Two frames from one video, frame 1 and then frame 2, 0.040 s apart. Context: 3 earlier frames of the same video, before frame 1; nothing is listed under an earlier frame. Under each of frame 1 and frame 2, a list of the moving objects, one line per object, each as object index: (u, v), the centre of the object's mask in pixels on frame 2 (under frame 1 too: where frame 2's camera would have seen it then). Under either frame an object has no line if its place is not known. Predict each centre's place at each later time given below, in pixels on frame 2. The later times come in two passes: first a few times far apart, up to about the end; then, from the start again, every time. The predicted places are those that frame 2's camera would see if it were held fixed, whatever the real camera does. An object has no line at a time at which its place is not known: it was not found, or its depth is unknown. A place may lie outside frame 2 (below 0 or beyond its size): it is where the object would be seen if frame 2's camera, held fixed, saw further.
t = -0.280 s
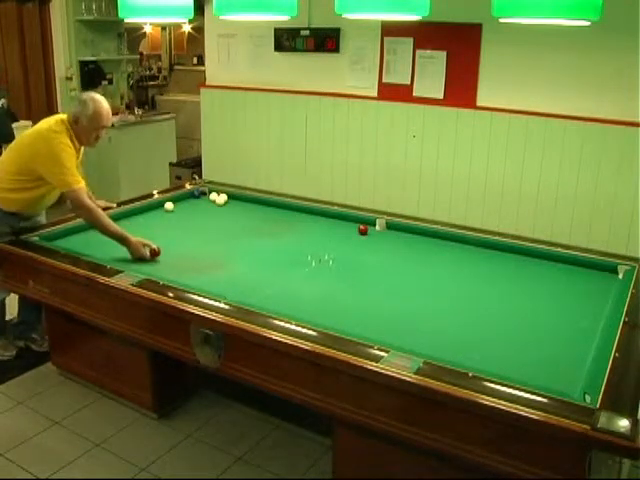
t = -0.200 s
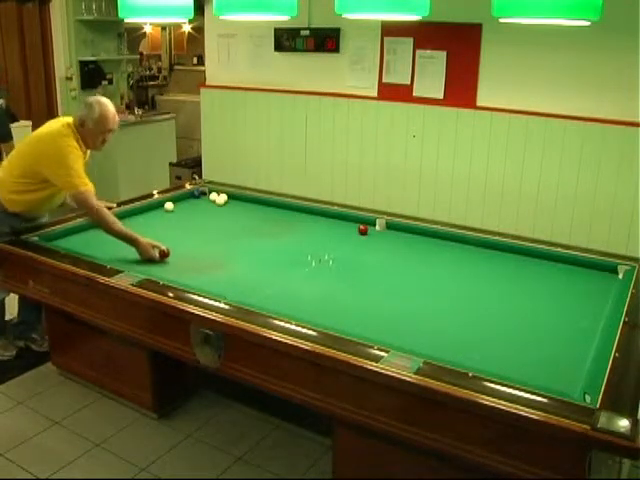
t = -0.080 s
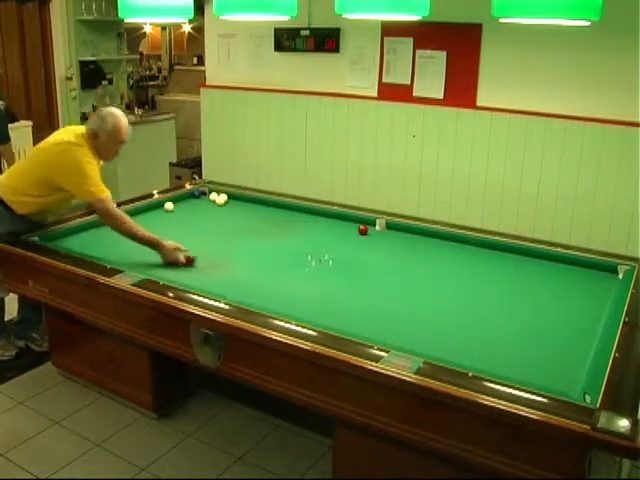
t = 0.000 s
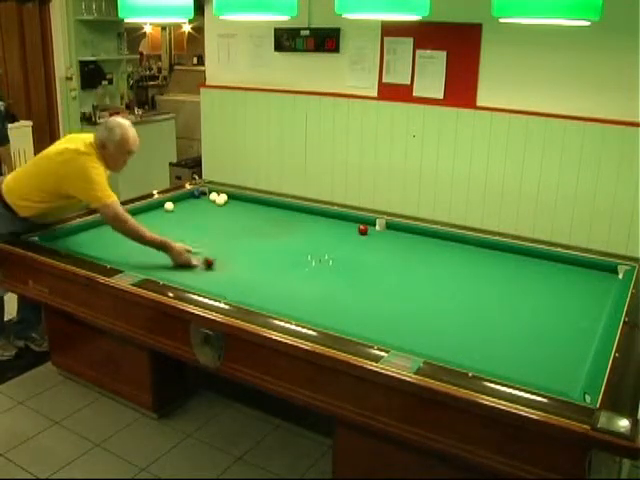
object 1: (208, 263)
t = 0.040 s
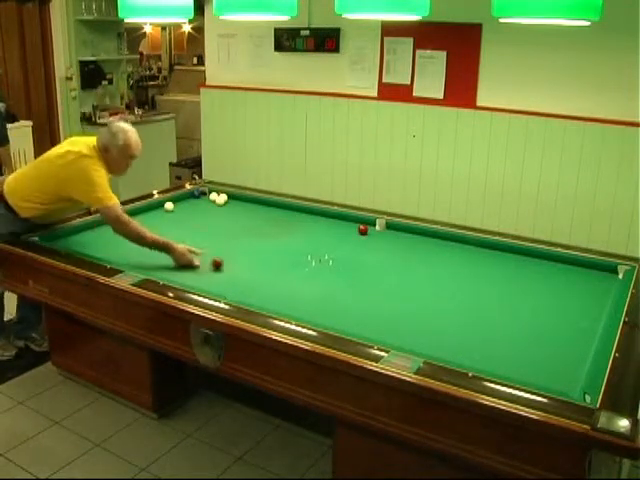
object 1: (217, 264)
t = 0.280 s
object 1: (268, 271)
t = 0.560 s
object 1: (331, 281)
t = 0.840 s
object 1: (396, 290)
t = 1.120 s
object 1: (464, 299)
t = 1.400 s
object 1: (535, 309)
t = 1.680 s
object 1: (598, 317)
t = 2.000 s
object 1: (550, 301)
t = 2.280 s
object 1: (515, 290)
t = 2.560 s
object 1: (483, 279)
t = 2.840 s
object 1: (454, 270)
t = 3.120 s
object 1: (427, 261)
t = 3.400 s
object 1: (402, 253)
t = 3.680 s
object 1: (379, 246)
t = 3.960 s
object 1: (359, 239)
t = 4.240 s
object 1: (339, 233)
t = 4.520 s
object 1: (322, 227)
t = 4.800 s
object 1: (305, 222)
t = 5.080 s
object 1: (291, 218)
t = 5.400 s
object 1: (275, 212)
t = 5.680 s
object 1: (262, 208)
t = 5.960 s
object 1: (250, 204)
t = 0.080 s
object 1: (225, 265)
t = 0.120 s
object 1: (233, 266)
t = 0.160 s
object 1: (242, 267)
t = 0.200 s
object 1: (250, 269)
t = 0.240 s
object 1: (259, 270)
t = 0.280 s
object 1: (268, 271)
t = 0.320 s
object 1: (277, 272)
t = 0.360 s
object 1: (286, 274)
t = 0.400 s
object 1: (295, 276)
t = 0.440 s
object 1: (304, 277)
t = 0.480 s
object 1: (312, 278)
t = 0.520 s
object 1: (322, 279)
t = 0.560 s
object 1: (331, 281)
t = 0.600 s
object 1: (340, 282)
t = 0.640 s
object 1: (349, 283)
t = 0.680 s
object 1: (358, 284)
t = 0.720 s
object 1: (368, 286)
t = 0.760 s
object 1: (377, 287)
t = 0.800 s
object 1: (387, 289)
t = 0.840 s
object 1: (396, 290)
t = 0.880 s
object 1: (406, 292)
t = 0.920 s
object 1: (416, 293)
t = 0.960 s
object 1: (425, 294)
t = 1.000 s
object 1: (435, 295)
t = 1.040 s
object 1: (445, 297)
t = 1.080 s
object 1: (455, 298)
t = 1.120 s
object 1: (464, 299)
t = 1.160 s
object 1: (474, 300)
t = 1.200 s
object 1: (484, 302)
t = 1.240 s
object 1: (494, 303)
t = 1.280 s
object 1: (504, 304)
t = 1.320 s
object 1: (514, 306)
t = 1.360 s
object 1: (524, 307)
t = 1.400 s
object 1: (535, 309)
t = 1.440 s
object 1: (544, 310)
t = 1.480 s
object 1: (554, 311)
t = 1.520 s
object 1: (564, 312)
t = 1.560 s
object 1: (575, 314)
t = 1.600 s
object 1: (585, 315)
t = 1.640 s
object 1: (595, 317)
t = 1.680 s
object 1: (598, 317)
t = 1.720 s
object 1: (591, 314)
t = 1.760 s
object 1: (584, 312)
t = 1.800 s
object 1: (578, 311)
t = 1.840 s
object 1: (573, 309)
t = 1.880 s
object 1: (567, 307)
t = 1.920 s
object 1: (561, 305)
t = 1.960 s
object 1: (556, 303)
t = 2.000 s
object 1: (550, 301)
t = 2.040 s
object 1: (545, 300)
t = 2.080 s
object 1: (540, 298)
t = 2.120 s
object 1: (535, 296)
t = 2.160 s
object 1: (530, 295)
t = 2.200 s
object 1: (525, 293)
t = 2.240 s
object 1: (520, 291)
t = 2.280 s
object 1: (515, 290)
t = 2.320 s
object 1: (510, 288)
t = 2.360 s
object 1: (506, 287)
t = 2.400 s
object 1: (501, 285)
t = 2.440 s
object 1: (496, 284)
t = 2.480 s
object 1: (492, 282)
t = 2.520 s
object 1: (487, 281)
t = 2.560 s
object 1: (483, 279)
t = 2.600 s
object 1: (478, 278)
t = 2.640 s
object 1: (474, 276)
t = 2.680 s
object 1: (470, 275)
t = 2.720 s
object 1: (466, 274)
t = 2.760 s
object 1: (462, 272)
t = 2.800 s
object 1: (458, 271)
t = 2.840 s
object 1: (454, 270)
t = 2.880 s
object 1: (450, 268)
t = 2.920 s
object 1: (446, 267)
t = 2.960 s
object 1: (442, 266)
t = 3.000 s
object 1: (438, 264)
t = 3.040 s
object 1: (434, 263)
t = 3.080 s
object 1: (431, 262)
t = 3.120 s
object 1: (427, 261)
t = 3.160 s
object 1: (424, 260)
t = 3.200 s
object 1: (420, 260)
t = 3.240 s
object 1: (416, 259)
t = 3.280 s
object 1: (413, 257)
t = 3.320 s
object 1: (409, 255)
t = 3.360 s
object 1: (405, 254)
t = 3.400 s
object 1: (402, 253)
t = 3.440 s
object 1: (399, 252)
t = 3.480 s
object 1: (395, 251)
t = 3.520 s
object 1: (392, 249)
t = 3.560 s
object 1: (389, 248)
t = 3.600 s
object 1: (386, 247)
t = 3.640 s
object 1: (382, 246)
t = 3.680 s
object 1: (379, 246)
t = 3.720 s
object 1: (376, 244)
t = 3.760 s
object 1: (374, 244)
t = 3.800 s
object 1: (371, 243)
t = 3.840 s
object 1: (368, 242)
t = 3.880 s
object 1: (365, 241)
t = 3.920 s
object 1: (362, 240)
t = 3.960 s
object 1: (359, 239)
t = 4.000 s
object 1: (356, 238)
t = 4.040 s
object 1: (353, 237)
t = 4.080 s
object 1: (350, 236)
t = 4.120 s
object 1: (347, 235)
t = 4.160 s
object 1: (345, 234)
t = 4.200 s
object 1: (342, 233)
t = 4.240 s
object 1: (339, 233)
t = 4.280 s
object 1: (337, 232)
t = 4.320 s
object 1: (334, 231)
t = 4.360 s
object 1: (332, 230)
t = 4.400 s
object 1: (329, 229)
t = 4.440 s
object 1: (327, 229)
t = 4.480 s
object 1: (325, 228)
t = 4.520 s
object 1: (322, 227)
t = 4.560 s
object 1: (320, 227)
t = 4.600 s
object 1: (317, 227)
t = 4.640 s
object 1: (315, 225)
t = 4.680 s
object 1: (312, 224)
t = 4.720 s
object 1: (310, 223)
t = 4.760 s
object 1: (308, 222)
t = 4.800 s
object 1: (305, 222)
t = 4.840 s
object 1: (303, 221)
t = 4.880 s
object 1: (302, 221)
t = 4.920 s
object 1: (299, 220)
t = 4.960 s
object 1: (297, 219)
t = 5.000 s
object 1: (295, 218)
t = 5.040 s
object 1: (293, 218)
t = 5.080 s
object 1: (291, 218)
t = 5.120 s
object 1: (288, 217)
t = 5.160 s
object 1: (287, 216)
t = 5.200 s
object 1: (284, 215)
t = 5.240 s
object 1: (283, 215)
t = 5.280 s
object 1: (280, 214)
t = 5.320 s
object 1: (278, 213)
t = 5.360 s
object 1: (277, 213)
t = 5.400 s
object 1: (275, 212)
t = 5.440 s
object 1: (273, 211)
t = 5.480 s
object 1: (271, 211)
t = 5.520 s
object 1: (269, 210)
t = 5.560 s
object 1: (267, 209)
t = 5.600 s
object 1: (266, 209)
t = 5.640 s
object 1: (263, 208)
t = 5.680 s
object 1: (262, 208)
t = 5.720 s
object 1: (260, 207)
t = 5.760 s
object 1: (260, 207)
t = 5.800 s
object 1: (258, 206)
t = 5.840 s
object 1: (257, 206)
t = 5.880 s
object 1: (253, 205)
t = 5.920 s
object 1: (252, 205)
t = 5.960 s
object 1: (250, 204)
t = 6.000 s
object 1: (248, 203)
